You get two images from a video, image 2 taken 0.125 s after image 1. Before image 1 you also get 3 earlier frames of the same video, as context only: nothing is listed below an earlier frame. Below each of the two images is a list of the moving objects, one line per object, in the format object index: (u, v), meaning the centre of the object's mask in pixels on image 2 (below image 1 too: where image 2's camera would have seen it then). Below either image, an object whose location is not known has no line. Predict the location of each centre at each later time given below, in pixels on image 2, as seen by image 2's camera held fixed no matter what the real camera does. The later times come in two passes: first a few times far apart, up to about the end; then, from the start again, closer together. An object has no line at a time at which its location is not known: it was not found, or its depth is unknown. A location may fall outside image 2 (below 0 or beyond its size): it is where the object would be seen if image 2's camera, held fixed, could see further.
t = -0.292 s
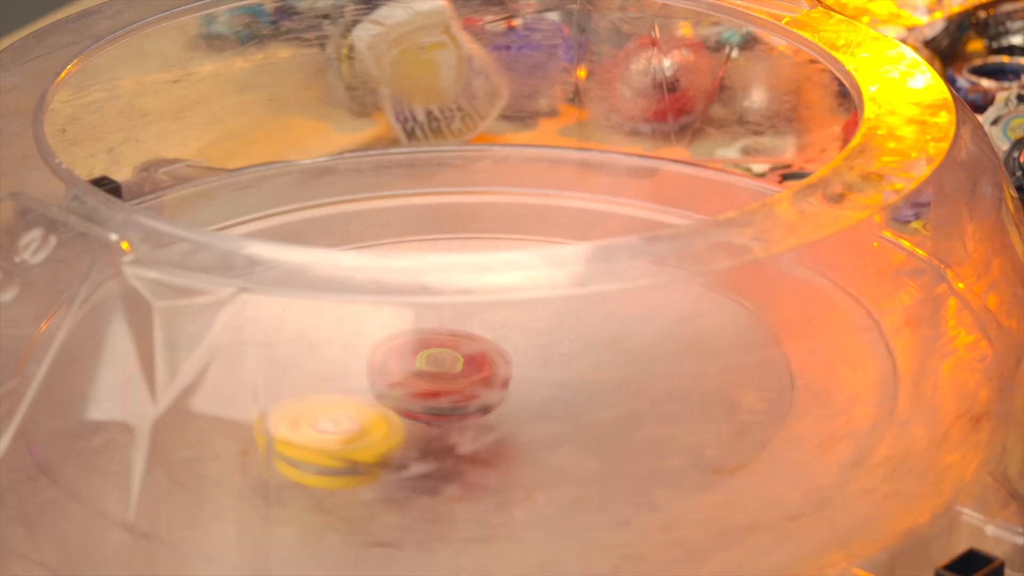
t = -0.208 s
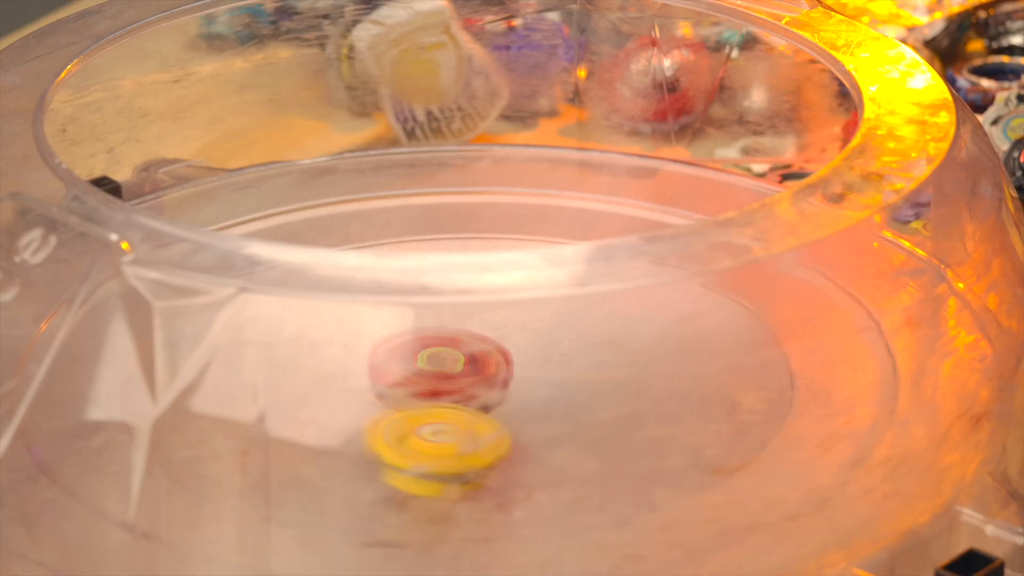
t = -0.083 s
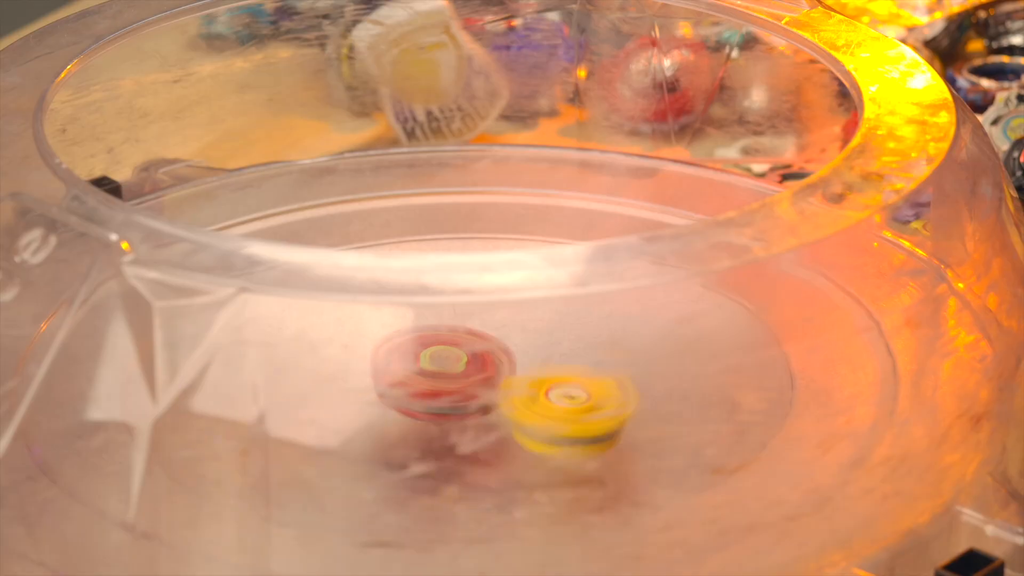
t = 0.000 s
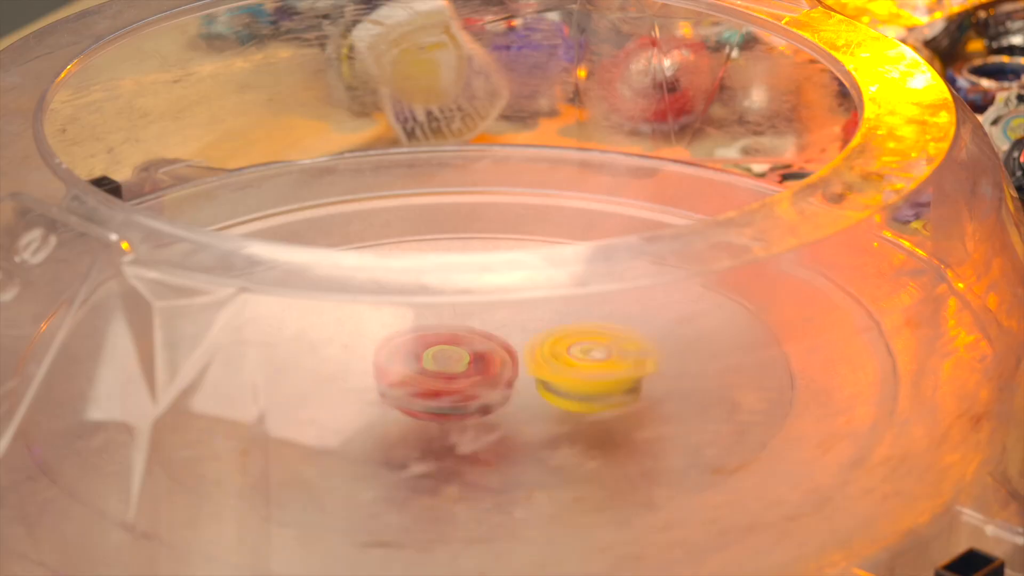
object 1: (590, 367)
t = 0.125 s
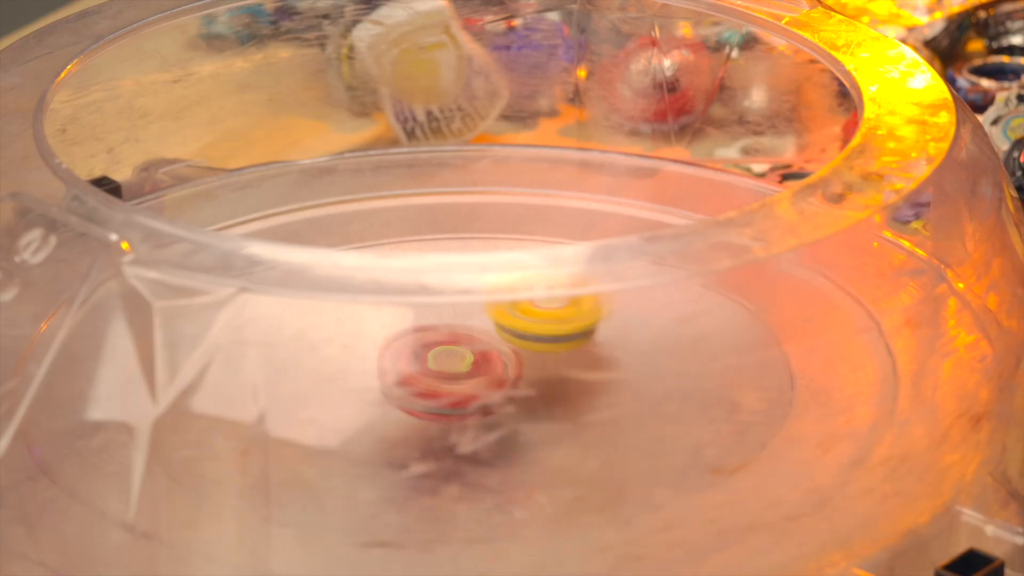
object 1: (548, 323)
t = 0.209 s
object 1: (482, 313)
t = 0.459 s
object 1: (281, 335)
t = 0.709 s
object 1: (432, 439)
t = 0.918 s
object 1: (644, 418)
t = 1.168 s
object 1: (624, 330)
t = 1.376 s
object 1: (486, 311)
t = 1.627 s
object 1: (302, 348)
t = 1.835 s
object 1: (334, 417)
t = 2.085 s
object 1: (420, 433)
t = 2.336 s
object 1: (294, 393)
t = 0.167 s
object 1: (510, 316)
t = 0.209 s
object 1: (482, 313)
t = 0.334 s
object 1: (350, 312)
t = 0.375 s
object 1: (318, 301)
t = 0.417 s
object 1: (292, 316)
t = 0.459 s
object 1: (281, 335)
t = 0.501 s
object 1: (279, 360)
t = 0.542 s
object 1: (285, 377)
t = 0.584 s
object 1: (313, 405)
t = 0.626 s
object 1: (343, 419)
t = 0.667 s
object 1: (397, 434)
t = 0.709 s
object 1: (432, 439)
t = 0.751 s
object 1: (477, 448)
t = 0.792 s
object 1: (511, 446)
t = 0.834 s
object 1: (565, 442)
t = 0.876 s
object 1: (599, 435)
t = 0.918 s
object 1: (644, 418)
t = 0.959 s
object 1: (668, 408)
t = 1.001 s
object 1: (690, 384)
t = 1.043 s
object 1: (693, 369)
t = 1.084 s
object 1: (682, 350)
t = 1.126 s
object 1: (662, 338)
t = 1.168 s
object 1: (624, 330)
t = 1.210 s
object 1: (593, 326)
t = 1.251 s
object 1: (555, 322)
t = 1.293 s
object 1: (543, 317)
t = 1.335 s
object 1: (512, 312)
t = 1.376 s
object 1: (486, 311)
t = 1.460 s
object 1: (408, 313)
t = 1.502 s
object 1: (361, 317)
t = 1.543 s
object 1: (338, 313)
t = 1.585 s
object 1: (311, 333)
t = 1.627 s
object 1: (302, 348)
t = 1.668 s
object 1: (300, 372)
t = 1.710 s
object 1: (296, 378)
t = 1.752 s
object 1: (301, 398)
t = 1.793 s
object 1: (308, 406)
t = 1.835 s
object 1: (334, 417)
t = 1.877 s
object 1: (350, 422)
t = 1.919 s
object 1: (373, 427)
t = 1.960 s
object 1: (396, 428)
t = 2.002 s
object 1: (415, 429)
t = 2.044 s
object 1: (416, 432)
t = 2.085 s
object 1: (420, 433)
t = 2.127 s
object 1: (426, 431)
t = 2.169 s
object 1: (431, 425)
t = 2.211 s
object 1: (429, 418)
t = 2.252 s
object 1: (416, 406)
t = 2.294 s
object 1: (406, 400)
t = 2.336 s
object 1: (294, 393)
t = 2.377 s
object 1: (196, 393)
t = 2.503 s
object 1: (39, 412)
